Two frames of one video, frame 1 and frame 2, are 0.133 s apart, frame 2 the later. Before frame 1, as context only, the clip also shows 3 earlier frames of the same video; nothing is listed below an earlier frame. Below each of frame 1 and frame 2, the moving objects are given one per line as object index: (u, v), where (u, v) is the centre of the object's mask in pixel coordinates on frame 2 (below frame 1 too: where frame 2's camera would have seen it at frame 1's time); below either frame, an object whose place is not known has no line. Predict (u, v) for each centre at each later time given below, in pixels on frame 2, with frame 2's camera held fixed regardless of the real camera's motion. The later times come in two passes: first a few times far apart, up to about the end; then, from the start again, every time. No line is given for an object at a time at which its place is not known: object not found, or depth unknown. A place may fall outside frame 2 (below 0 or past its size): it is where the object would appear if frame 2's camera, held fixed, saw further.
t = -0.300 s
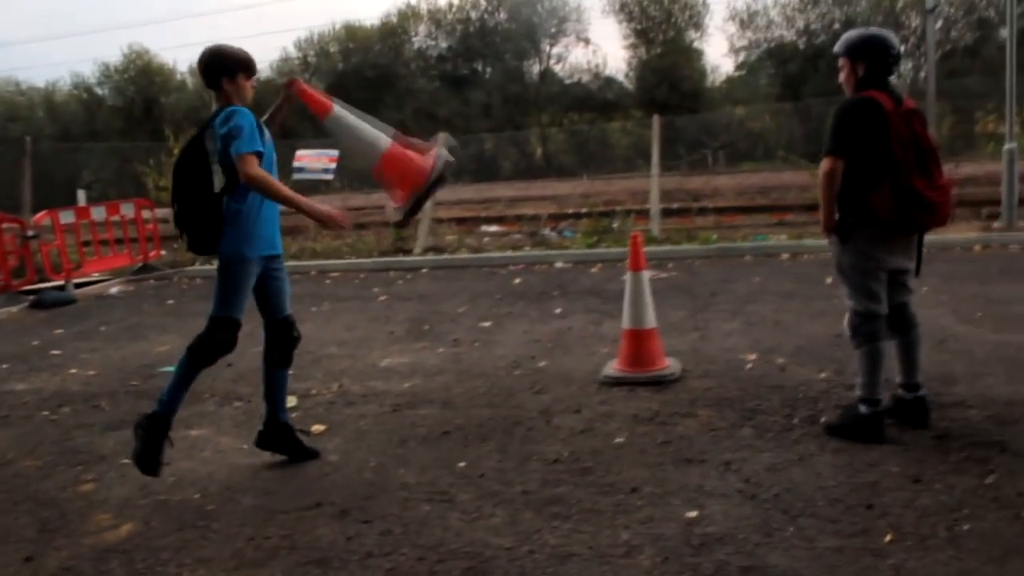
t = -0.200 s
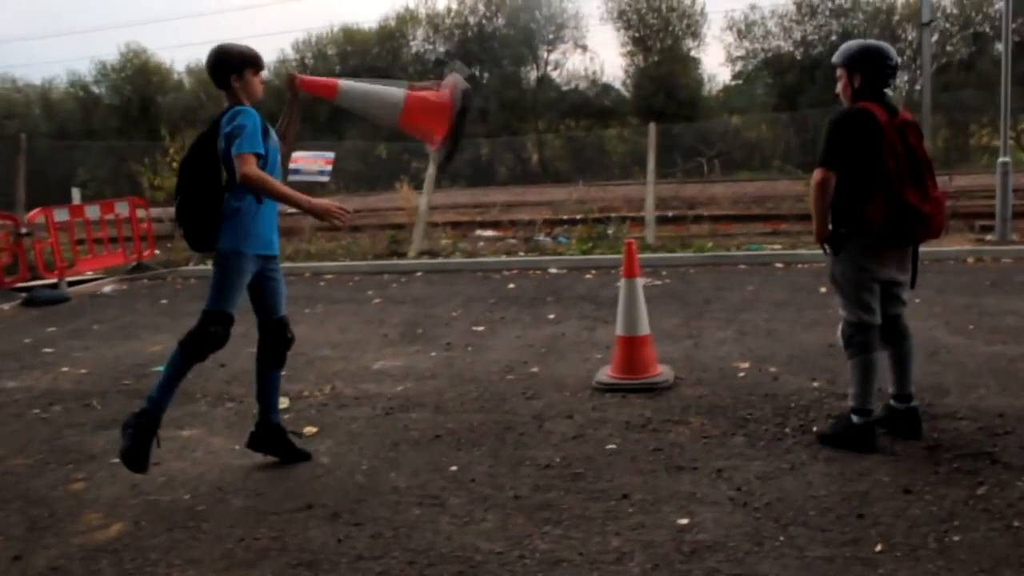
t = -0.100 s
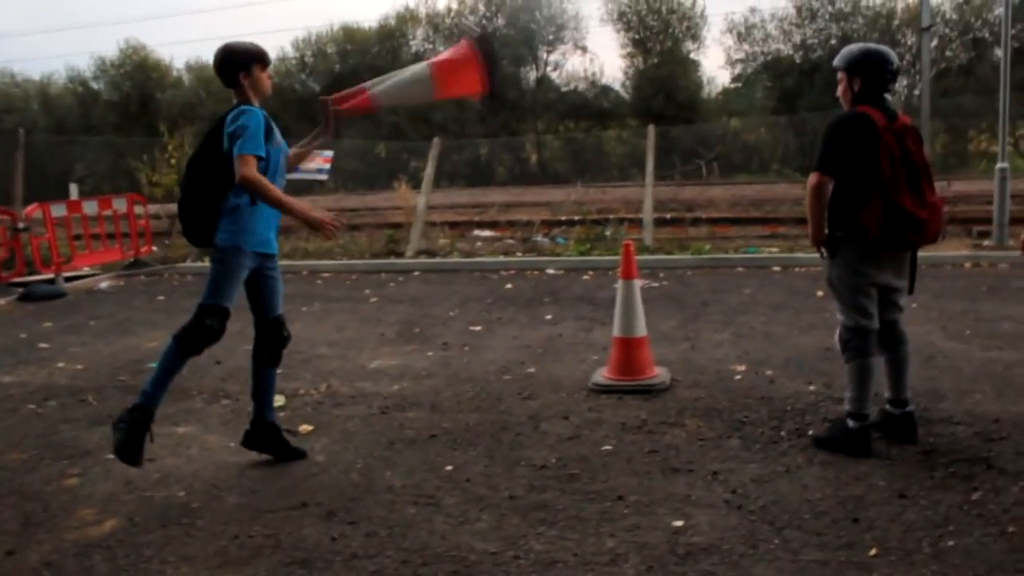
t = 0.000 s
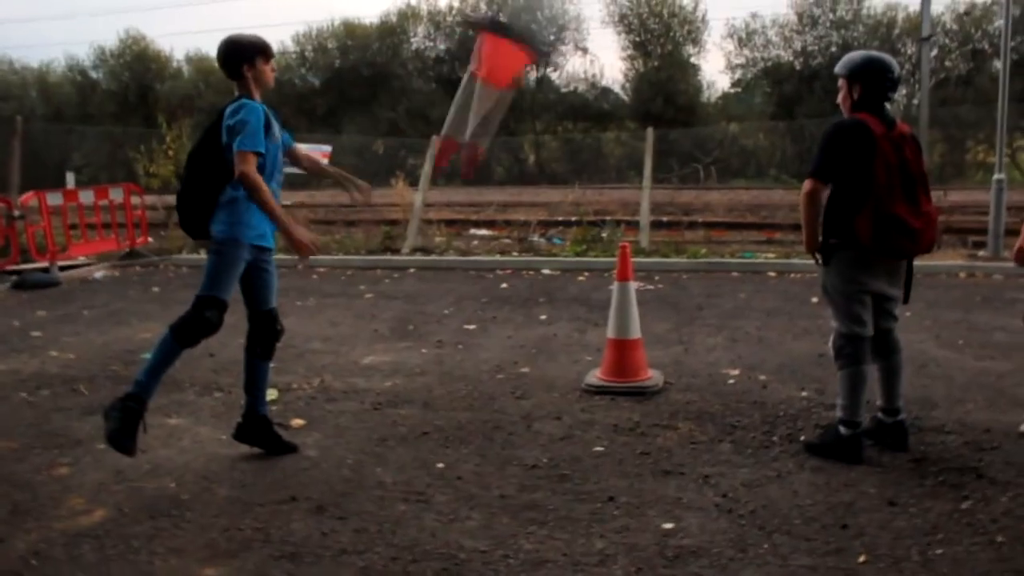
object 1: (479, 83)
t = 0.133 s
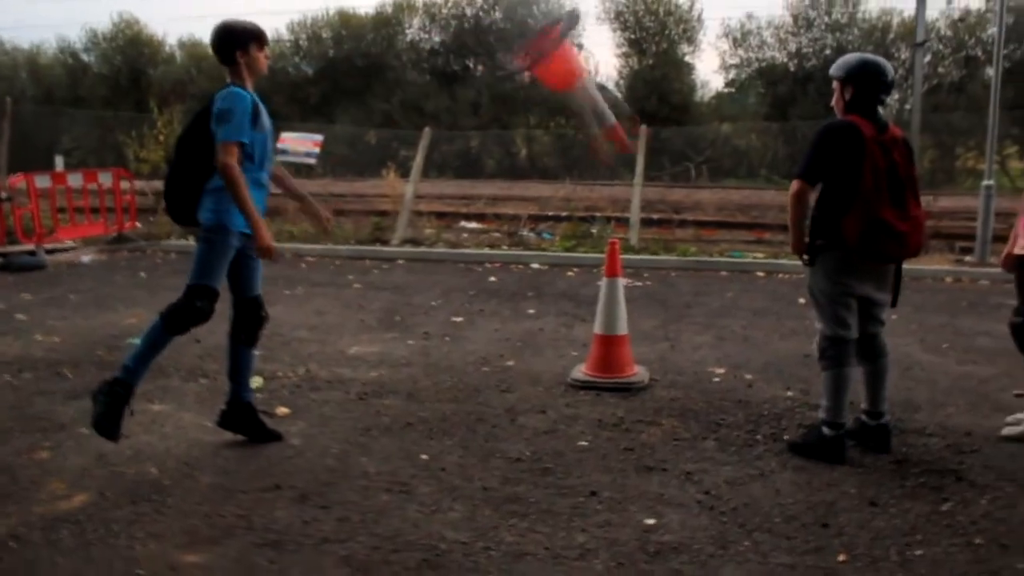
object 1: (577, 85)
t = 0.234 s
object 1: (609, 77)
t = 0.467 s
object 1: (641, 198)
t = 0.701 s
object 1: (715, 308)
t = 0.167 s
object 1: (586, 77)
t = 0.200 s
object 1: (602, 77)
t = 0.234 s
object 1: (609, 77)
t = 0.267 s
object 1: (615, 86)
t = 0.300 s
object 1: (623, 92)
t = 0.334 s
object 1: (631, 100)
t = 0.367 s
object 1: (633, 108)
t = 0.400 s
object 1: (630, 137)
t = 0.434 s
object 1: (633, 171)
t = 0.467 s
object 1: (641, 198)
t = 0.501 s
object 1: (657, 204)
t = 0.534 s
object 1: (670, 225)
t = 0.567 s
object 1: (681, 236)
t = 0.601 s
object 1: (693, 253)
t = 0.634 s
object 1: (704, 280)
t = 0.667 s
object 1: (709, 297)
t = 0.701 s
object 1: (715, 308)
